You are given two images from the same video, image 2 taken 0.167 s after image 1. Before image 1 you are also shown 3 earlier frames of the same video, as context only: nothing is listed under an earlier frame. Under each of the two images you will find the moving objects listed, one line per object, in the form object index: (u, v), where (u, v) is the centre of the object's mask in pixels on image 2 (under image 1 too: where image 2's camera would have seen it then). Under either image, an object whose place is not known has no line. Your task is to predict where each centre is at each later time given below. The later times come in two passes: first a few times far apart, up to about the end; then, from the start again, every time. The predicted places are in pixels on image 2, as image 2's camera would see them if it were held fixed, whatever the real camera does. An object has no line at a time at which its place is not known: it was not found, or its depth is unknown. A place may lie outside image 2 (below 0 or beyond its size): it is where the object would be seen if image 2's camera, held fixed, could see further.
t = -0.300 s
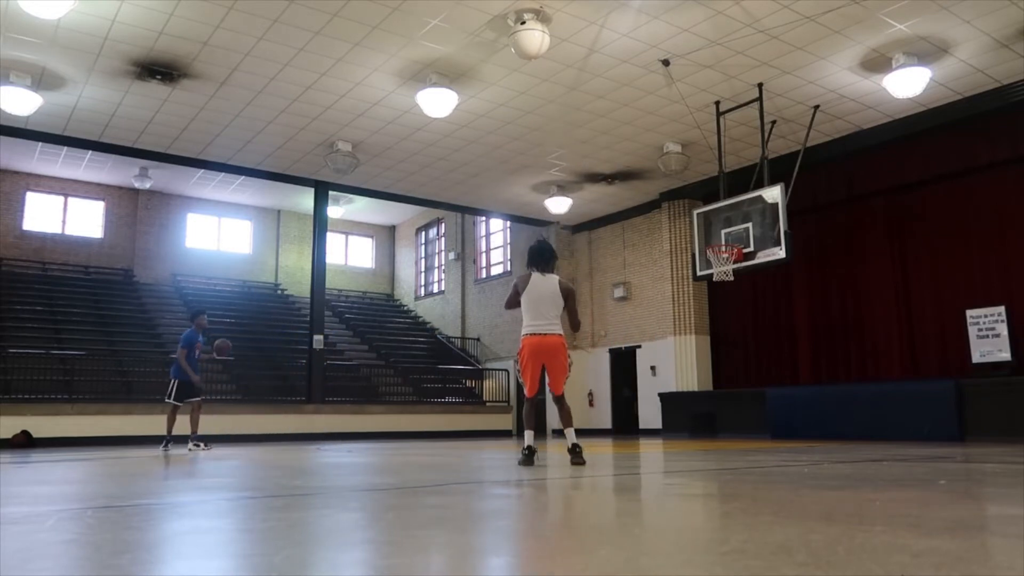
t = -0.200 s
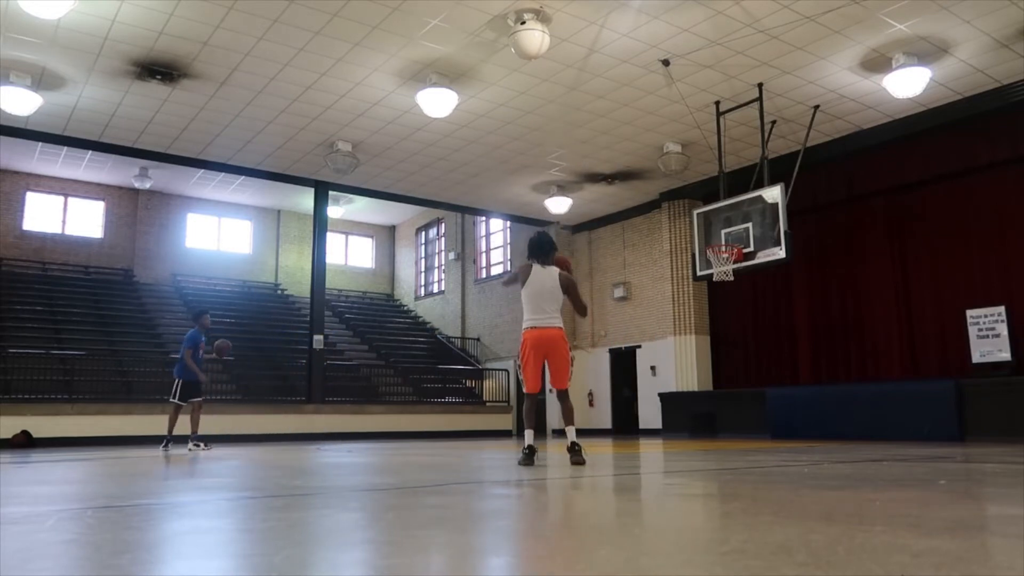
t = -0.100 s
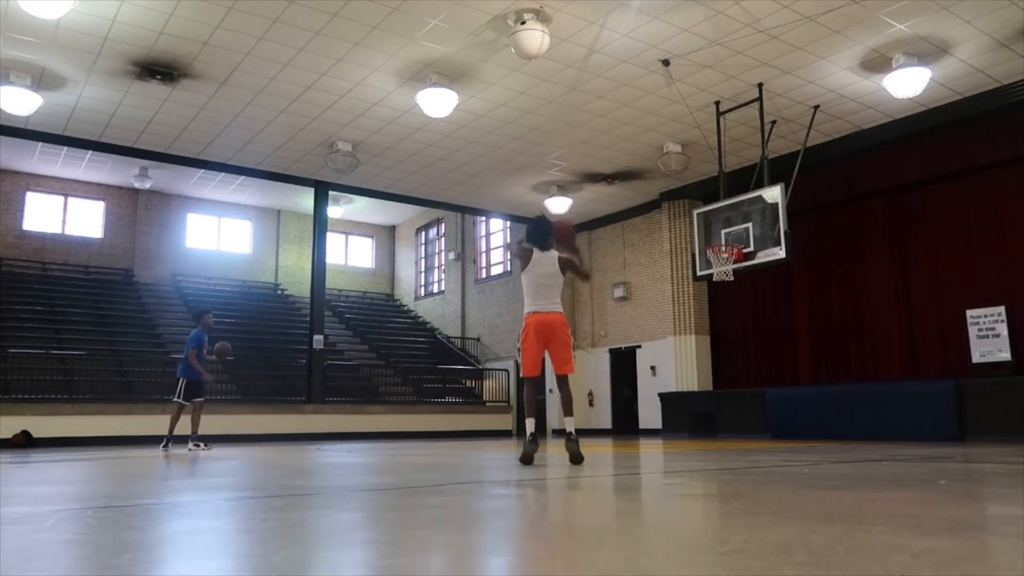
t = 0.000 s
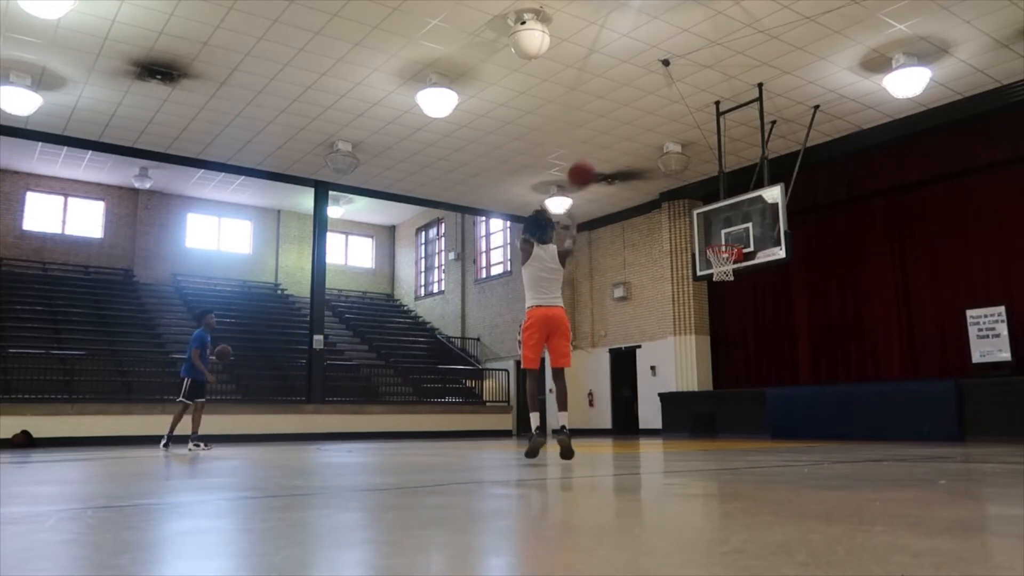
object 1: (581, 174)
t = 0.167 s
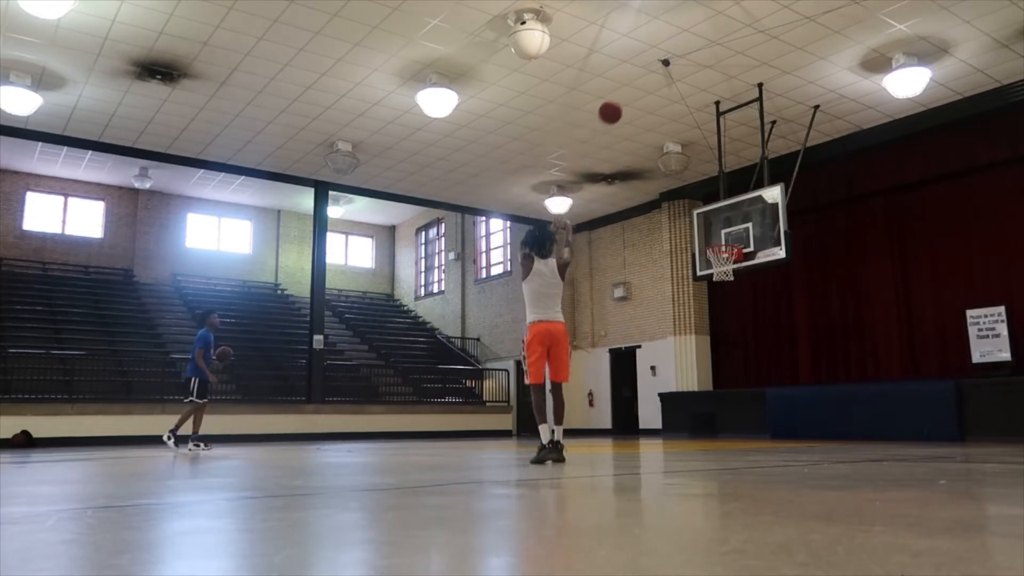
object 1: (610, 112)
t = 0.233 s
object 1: (620, 98)
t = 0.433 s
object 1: (645, 82)
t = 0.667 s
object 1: (669, 101)
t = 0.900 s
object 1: (690, 151)
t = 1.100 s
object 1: (705, 213)
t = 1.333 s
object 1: (723, 229)
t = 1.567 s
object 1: (703, 218)
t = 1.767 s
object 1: (682, 231)
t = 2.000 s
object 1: (659, 280)
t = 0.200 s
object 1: (615, 105)
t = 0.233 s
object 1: (620, 98)
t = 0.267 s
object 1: (625, 93)
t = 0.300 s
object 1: (629, 89)
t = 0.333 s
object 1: (633, 86)
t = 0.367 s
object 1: (638, 83)
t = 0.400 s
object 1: (641, 83)
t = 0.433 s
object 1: (645, 82)
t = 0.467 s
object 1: (649, 83)
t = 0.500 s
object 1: (652, 84)
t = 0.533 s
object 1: (656, 86)
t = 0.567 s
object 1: (659, 89)
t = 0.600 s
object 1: (663, 92)
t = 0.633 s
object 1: (666, 96)
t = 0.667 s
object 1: (669, 101)
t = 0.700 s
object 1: (672, 106)
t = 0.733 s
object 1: (675, 112)
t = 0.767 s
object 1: (678, 119)
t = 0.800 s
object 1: (681, 127)
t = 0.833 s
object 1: (684, 134)
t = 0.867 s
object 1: (687, 142)
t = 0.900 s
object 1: (690, 151)
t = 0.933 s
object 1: (692, 160)
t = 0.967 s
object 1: (695, 170)
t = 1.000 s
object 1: (697, 179)
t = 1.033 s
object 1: (700, 190)
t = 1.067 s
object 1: (702, 200)
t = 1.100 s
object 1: (705, 213)
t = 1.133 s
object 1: (708, 224)
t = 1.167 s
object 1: (710, 237)
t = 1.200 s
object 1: (711, 239)
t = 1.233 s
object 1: (715, 237)
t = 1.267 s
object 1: (717, 234)
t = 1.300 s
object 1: (720, 231)
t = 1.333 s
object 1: (723, 229)
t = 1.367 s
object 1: (723, 227)
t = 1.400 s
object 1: (719, 224)
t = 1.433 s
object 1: (715, 221)
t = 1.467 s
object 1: (712, 220)
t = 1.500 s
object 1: (709, 218)
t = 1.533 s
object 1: (706, 219)
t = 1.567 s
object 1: (703, 218)
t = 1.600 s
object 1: (699, 219)
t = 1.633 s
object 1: (695, 220)
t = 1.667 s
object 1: (692, 222)
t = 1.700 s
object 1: (689, 224)
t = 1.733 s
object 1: (685, 228)
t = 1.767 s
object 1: (682, 231)
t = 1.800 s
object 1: (679, 236)
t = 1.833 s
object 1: (676, 241)
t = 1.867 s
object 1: (672, 248)
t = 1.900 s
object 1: (669, 255)
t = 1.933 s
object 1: (666, 262)
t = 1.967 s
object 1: (663, 270)
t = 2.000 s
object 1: (659, 280)
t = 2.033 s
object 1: (656, 289)
